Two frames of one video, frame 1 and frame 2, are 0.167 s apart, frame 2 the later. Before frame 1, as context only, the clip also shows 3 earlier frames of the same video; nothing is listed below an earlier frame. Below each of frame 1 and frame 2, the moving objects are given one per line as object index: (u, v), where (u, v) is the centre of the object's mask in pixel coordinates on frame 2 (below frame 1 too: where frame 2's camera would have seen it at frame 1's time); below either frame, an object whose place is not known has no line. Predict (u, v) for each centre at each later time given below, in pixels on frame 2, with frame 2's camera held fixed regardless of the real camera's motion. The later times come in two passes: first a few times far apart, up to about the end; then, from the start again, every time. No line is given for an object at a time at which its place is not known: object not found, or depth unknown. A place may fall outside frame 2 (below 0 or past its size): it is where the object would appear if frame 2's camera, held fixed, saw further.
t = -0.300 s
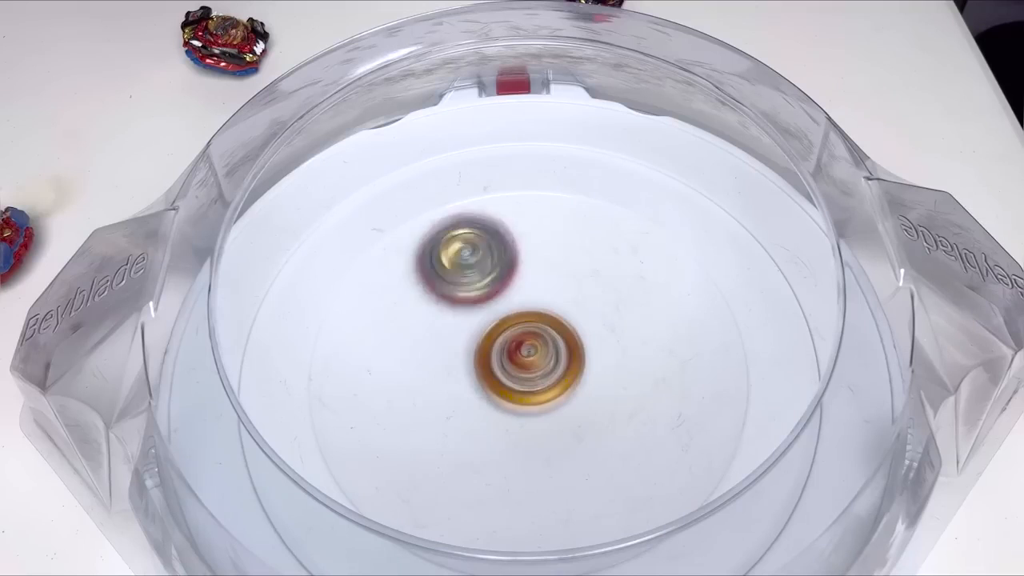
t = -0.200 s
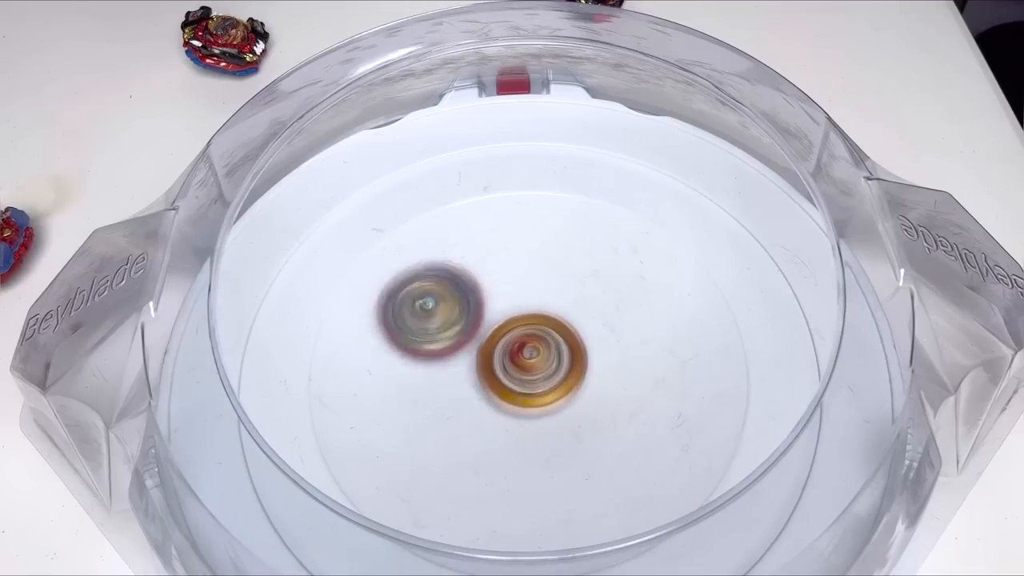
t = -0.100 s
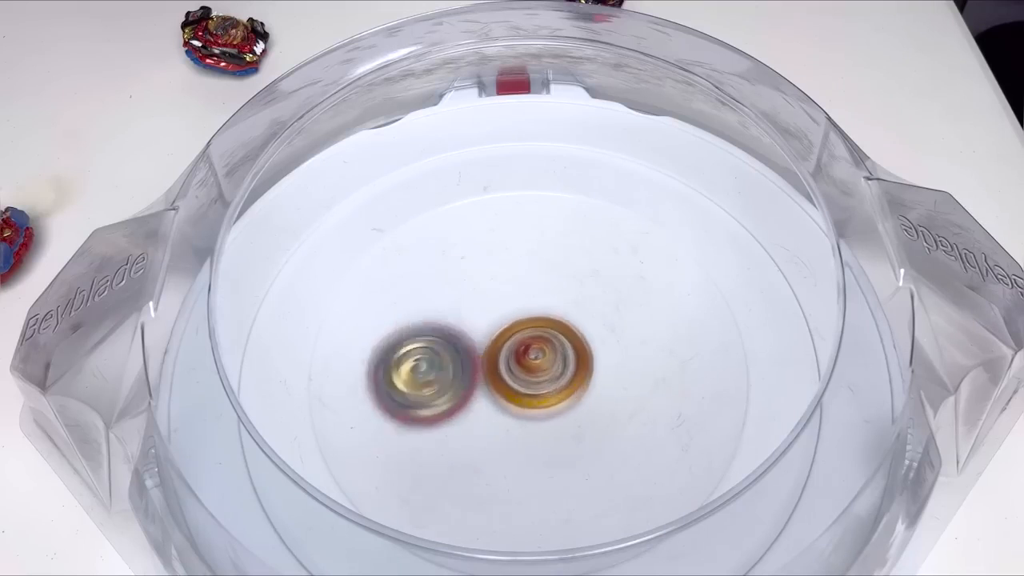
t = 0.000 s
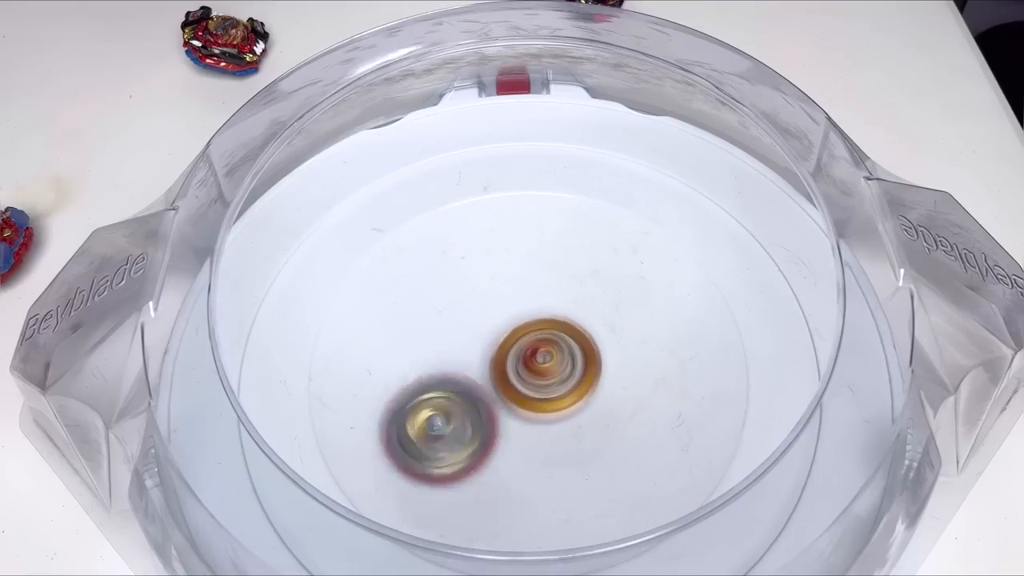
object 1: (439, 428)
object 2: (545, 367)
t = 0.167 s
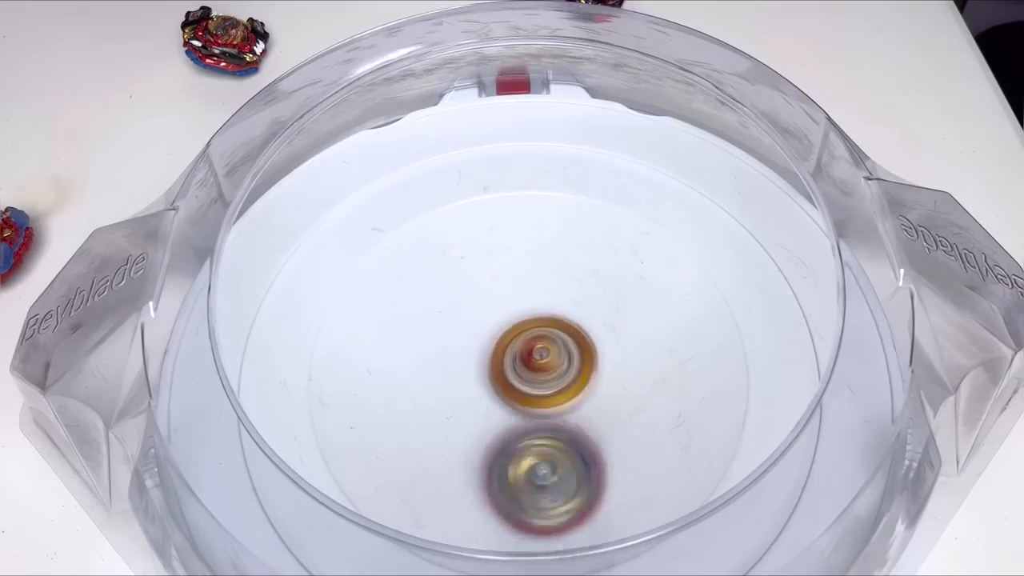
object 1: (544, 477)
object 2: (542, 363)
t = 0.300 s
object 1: (627, 434)
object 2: (539, 363)
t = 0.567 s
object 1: (663, 307)
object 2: (465, 346)
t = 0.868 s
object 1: (502, 276)
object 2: (458, 392)
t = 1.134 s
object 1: (437, 318)
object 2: (517, 435)
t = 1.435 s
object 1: (490, 413)
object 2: (595, 361)
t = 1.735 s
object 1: (493, 360)
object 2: (575, 284)
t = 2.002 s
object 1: (460, 425)
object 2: (525, 284)
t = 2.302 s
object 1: (509, 516)
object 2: (565, 226)
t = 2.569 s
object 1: (568, 434)
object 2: (533, 281)
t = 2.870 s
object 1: (591, 476)
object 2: (485, 240)
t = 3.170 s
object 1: (625, 385)
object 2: (435, 290)
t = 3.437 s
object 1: (581, 307)
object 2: (448, 367)
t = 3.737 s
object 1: (496, 264)
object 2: (486, 423)
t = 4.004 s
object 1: (441, 313)
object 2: (532, 431)
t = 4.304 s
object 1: (454, 337)
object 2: (567, 390)
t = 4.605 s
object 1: (441, 299)
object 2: (597, 381)
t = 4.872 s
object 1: (469, 287)
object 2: (581, 386)
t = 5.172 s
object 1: (473, 228)
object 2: (577, 448)
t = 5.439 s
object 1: (583, 338)
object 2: (464, 418)
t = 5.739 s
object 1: (596, 362)
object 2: (487, 406)
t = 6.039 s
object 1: (595, 362)
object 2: (478, 400)
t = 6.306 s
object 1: (595, 362)
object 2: (478, 400)
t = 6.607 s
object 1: (595, 362)
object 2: (478, 400)
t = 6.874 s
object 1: (595, 362)
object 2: (478, 400)
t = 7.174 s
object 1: (595, 362)
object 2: (478, 400)
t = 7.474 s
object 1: (595, 362)
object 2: (478, 400)
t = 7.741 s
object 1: (595, 362)
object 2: (478, 400)
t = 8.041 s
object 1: (595, 362)
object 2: (478, 400)
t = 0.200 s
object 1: (570, 472)
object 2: (542, 363)
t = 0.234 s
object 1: (592, 464)
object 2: (541, 363)
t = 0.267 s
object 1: (611, 451)
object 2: (540, 363)
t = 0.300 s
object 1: (627, 434)
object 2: (539, 363)
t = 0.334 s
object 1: (638, 417)
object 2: (538, 364)
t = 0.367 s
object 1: (644, 396)
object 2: (537, 364)
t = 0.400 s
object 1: (645, 377)
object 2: (535, 365)
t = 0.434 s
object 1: (661, 366)
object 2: (517, 355)
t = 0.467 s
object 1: (672, 354)
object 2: (499, 346)
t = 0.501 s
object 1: (674, 340)
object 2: (484, 342)
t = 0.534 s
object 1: (670, 323)
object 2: (473, 342)
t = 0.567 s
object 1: (663, 307)
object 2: (465, 346)
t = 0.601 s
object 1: (652, 292)
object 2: (457, 352)
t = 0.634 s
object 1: (637, 280)
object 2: (451, 360)
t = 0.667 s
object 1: (620, 271)
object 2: (446, 367)
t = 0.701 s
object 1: (601, 265)
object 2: (444, 375)
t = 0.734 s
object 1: (581, 261)
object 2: (444, 381)
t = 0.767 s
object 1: (561, 261)
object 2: (446, 385)
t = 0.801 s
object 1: (541, 264)
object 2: (448, 387)
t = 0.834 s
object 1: (521, 269)
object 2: (452, 390)
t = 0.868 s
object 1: (502, 276)
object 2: (458, 392)
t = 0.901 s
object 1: (485, 287)
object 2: (464, 394)
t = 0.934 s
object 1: (472, 293)
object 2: (468, 397)
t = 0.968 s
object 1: (465, 296)
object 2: (472, 406)
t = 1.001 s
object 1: (459, 304)
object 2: (478, 409)
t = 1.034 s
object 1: (453, 306)
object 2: (484, 419)
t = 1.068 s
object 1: (448, 305)
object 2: (493, 429)
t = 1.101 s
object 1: (443, 310)
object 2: (503, 433)
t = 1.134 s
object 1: (437, 318)
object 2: (517, 435)
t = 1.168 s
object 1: (430, 331)
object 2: (530, 432)
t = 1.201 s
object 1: (426, 346)
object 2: (542, 429)
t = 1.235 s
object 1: (427, 362)
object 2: (554, 422)
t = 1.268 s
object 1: (433, 377)
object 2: (563, 413)
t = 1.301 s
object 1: (444, 391)
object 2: (571, 406)
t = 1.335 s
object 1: (459, 401)
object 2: (578, 395)
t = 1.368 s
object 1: (468, 407)
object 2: (587, 383)
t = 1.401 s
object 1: (481, 410)
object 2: (592, 373)
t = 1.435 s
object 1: (490, 413)
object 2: (595, 361)
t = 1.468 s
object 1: (504, 413)
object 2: (596, 353)
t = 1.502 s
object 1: (505, 414)
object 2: (604, 335)
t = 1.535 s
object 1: (511, 413)
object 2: (607, 325)
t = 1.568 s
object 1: (516, 407)
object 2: (604, 316)
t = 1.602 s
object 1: (518, 397)
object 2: (600, 310)
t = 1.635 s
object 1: (517, 386)
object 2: (596, 300)
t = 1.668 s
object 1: (512, 376)
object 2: (590, 294)
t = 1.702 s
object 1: (503, 367)
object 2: (582, 287)
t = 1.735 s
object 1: (493, 360)
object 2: (575, 284)
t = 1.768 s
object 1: (481, 357)
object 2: (567, 279)
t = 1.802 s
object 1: (469, 357)
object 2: (558, 280)
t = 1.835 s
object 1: (458, 361)
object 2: (549, 281)
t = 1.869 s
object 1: (452, 369)
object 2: (540, 284)
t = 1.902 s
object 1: (451, 379)
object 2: (530, 288)
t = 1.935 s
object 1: (458, 389)
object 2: (520, 295)
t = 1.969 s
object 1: (470, 394)
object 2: (511, 303)
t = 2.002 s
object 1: (460, 425)
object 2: (525, 284)
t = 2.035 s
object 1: (443, 461)
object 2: (544, 261)
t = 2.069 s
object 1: (435, 493)
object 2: (559, 242)
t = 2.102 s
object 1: (432, 517)
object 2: (571, 231)
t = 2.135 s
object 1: (435, 527)
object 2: (574, 226)
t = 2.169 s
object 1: (447, 531)
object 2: (573, 222)
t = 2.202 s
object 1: (462, 531)
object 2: (572, 220)
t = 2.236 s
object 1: (477, 530)
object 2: (570, 221)
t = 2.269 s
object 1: (493, 528)
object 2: (567, 222)
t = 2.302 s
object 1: (509, 516)
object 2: (565, 226)
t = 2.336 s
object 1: (522, 512)
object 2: (562, 230)
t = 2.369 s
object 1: (532, 506)
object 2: (558, 234)
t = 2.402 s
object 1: (543, 499)
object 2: (556, 238)
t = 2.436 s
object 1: (551, 488)
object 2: (552, 244)
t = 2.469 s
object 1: (557, 474)
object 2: (548, 250)
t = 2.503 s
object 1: (562, 461)
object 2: (544, 259)
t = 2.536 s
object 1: (565, 447)
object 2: (539, 271)
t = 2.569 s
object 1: (568, 434)
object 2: (533, 281)
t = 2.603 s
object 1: (571, 420)
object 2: (529, 292)
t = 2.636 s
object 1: (572, 408)
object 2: (524, 304)
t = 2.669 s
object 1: (575, 404)
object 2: (518, 307)
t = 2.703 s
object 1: (581, 431)
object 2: (511, 279)
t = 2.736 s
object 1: (584, 453)
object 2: (503, 258)
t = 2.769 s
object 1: (585, 470)
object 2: (499, 243)
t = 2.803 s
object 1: (586, 479)
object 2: (493, 237)
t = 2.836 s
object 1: (587, 480)
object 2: (491, 238)
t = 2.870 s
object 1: (591, 476)
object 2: (485, 240)
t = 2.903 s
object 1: (599, 468)
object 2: (479, 242)
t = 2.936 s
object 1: (608, 459)
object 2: (471, 245)
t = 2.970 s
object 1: (615, 450)
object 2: (464, 249)
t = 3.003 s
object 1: (622, 439)
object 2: (458, 252)
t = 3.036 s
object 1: (627, 429)
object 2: (451, 259)
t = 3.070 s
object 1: (629, 418)
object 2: (446, 264)
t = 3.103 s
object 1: (628, 407)
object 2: (441, 273)
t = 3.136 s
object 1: (627, 397)
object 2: (438, 280)
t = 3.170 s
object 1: (625, 385)
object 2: (435, 290)
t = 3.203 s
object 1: (622, 375)
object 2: (434, 298)
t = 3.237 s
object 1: (617, 359)
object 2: (434, 311)
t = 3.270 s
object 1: (613, 350)
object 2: (435, 322)
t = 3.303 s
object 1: (608, 341)
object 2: (436, 330)
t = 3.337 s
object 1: (601, 332)
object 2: (438, 341)
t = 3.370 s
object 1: (593, 323)
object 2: (440, 349)
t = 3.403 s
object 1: (587, 315)
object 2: (444, 359)
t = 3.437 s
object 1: (581, 307)
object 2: (448, 367)
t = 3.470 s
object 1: (572, 300)
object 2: (451, 376)
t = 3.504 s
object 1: (564, 293)
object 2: (454, 382)
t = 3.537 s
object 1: (555, 287)
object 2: (458, 390)
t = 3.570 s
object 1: (546, 281)
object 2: (463, 396)
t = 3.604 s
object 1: (536, 276)
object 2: (467, 403)
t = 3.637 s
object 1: (527, 270)
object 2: (471, 408)
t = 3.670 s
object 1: (518, 267)
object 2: (476, 414)
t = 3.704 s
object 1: (507, 265)
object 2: (481, 418)
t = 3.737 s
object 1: (496, 264)
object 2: (486, 423)
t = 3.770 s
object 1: (486, 264)
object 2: (493, 427)
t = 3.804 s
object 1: (475, 266)
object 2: (497, 431)
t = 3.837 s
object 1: (465, 270)
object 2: (505, 434)
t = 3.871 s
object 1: (457, 275)
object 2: (511, 436)
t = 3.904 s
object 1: (451, 283)
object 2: (518, 436)
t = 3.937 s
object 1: (446, 292)
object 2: (523, 436)
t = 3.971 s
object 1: (443, 303)
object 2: (528, 434)
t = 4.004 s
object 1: (441, 313)
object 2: (532, 431)
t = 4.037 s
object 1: (441, 324)
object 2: (538, 427)
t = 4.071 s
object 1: (442, 334)
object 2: (541, 423)
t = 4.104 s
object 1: (445, 345)
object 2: (546, 418)
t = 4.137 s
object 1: (449, 354)
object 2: (548, 412)
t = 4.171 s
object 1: (447, 354)
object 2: (555, 407)
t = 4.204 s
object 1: (445, 350)
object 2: (559, 403)
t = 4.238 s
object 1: (449, 346)
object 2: (560, 397)
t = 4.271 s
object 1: (454, 344)
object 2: (561, 392)
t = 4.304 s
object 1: (454, 337)
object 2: (567, 390)
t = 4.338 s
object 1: (449, 322)
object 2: (578, 395)
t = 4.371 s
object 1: (446, 312)
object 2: (585, 398)
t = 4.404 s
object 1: (446, 309)
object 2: (586, 398)
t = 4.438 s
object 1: (445, 307)
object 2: (589, 395)
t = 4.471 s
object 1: (444, 306)
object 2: (593, 391)
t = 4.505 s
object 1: (443, 306)
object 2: (598, 387)
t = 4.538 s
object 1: (442, 304)
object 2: (599, 384)
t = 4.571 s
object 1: (440, 302)
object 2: (599, 383)
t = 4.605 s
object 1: (441, 299)
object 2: (597, 381)
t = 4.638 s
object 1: (442, 296)
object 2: (598, 378)
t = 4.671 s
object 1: (446, 296)
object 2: (596, 376)
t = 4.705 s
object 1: (450, 297)
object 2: (595, 372)
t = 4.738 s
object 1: (457, 300)
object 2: (590, 371)
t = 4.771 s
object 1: (464, 303)
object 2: (584, 368)
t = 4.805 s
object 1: (471, 306)
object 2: (581, 365)
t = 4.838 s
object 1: (479, 311)
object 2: (574, 364)
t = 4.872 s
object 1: (469, 287)
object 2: (581, 386)
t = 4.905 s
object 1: (461, 252)
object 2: (598, 416)
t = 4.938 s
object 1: (457, 230)
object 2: (604, 439)
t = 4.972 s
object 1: (454, 211)
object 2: (604, 455)
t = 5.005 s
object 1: (458, 204)
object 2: (600, 463)
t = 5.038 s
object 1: (461, 205)
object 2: (597, 466)
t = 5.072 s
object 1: (462, 209)
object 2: (593, 464)
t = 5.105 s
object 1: (464, 214)
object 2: (590, 459)
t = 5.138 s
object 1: (467, 220)
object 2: (584, 455)
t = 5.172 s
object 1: (473, 228)
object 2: (577, 448)
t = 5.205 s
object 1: (482, 238)
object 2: (567, 440)
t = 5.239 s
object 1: (492, 251)
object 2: (552, 433)
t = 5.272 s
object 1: (505, 265)
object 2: (537, 425)
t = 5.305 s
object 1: (520, 281)
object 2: (520, 419)
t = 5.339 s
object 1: (536, 297)
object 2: (503, 416)
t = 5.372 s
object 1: (553, 313)
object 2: (492, 412)
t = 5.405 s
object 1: (569, 327)
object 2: (460, 419)
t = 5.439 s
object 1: (583, 338)
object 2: (464, 418)
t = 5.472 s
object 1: (593, 346)
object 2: (464, 414)
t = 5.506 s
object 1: (599, 353)
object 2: (465, 409)
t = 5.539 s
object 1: (600, 358)
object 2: (470, 403)
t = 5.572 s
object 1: (598, 360)
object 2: (480, 403)
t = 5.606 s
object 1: (597, 361)
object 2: (485, 401)
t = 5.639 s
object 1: (594, 361)
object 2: (488, 403)
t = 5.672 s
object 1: (594, 362)
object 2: (487, 405)
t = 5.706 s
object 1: (596, 362)
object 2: (487, 406)
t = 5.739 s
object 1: (596, 362)
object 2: (487, 406)
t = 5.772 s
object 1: (596, 362)
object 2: (486, 405)
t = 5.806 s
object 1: (596, 362)
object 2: (485, 404)
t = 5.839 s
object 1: (596, 362)
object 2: (484, 403)
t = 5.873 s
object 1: (596, 362)
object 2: (483, 402)
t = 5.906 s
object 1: (596, 362)
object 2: (481, 401)
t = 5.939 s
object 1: (595, 362)
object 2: (479, 400)
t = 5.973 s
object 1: (595, 362)
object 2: (478, 400)
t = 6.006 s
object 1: (595, 362)
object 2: (478, 400)
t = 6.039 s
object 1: (595, 362)
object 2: (478, 400)
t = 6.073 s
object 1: (595, 362)
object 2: (478, 400)
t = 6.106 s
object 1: (595, 362)
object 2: (478, 400)
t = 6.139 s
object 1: (595, 362)
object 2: (478, 400)
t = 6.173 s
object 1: (595, 362)
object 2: (478, 400)
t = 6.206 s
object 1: (595, 362)
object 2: (478, 400)
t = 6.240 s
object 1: (595, 362)
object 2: (478, 400)
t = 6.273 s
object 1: (595, 362)
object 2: (478, 400)
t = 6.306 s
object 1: (595, 362)
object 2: (478, 400)
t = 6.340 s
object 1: (595, 362)
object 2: (478, 400)
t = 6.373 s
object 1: (595, 362)
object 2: (478, 400)
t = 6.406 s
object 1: (595, 362)
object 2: (478, 400)
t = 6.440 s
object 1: (595, 362)
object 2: (478, 400)
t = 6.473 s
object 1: (595, 362)
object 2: (478, 400)
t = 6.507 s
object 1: (595, 362)
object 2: (478, 400)
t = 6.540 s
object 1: (595, 362)
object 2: (478, 400)
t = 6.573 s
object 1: (595, 362)
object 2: (478, 400)
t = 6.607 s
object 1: (595, 362)
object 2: (478, 400)
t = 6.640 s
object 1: (595, 362)
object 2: (478, 400)
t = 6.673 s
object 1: (595, 362)
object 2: (478, 400)
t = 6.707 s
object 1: (595, 362)
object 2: (478, 400)
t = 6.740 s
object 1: (595, 362)
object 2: (478, 400)
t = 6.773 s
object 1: (595, 362)
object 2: (478, 400)
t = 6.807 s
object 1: (595, 362)
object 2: (478, 400)
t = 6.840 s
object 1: (595, 362)
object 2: (478, 400)
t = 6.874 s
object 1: (595, 362)
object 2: (478, 400)
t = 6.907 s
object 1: (595, 362)
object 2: (478, 400)
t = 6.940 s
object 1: (595, 362)
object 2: (478, 400)
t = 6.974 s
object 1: (595, 362)
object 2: (478, 400)
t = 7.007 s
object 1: (595, 362)
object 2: (478, 400)
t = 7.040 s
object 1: (595, 362)
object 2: (478, 400)
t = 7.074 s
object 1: (595, 362)
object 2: (478, 400)
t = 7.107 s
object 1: (595, 362)
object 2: (478, 400)
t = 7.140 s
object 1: (595, 362)
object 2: (478, 400)
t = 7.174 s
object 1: (595, 362)
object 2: (478, 400)
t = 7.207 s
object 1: (595, 362)
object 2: (478, 400)
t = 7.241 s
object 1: (595, 362)
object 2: (478, 400)
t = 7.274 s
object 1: (595, 362)
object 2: (478, 400)
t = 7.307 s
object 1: (595, 362)
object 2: (478, 400)
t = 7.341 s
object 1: (595, 362)
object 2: (478, 400)
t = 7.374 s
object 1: (595, 362)
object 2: (477, 399)
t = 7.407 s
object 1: (595, 362)
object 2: (478, 400)
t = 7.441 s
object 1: (595, 362)
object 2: (478, 400)
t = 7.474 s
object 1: (595, 362)
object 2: (478, 400)
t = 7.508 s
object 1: (595, 362)
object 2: (478, 400)
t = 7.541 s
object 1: (595, 362)
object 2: (478, 400)
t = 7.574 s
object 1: (595, 362)
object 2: (478, 400)
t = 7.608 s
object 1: (595, 362)
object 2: (478, 400)
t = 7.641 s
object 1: (595, 362)
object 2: (478, 400)
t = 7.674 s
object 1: (595, 362)
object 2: (478, 400)
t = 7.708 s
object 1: (595, 362)
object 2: (478, 400)
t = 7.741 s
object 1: (595, 362)
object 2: (478, 400)
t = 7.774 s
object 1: (595, 362)
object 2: (478, 400)
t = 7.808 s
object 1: (595, 362)
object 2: (478, 400)
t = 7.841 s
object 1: (595, 362)
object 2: (478, 400)
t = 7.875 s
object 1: (595, 362)
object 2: (478, 400)
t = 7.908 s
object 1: (595, 362)
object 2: (478, 400)
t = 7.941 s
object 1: (595, 362)
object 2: (478, 400)
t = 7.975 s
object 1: (595, 362)
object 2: (478, 400)
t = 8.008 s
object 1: (595, 362)
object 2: (478, 400)
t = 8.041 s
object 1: (595, 362)
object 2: (478, 400)
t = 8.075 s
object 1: (595, 362)
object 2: (478, 400)
